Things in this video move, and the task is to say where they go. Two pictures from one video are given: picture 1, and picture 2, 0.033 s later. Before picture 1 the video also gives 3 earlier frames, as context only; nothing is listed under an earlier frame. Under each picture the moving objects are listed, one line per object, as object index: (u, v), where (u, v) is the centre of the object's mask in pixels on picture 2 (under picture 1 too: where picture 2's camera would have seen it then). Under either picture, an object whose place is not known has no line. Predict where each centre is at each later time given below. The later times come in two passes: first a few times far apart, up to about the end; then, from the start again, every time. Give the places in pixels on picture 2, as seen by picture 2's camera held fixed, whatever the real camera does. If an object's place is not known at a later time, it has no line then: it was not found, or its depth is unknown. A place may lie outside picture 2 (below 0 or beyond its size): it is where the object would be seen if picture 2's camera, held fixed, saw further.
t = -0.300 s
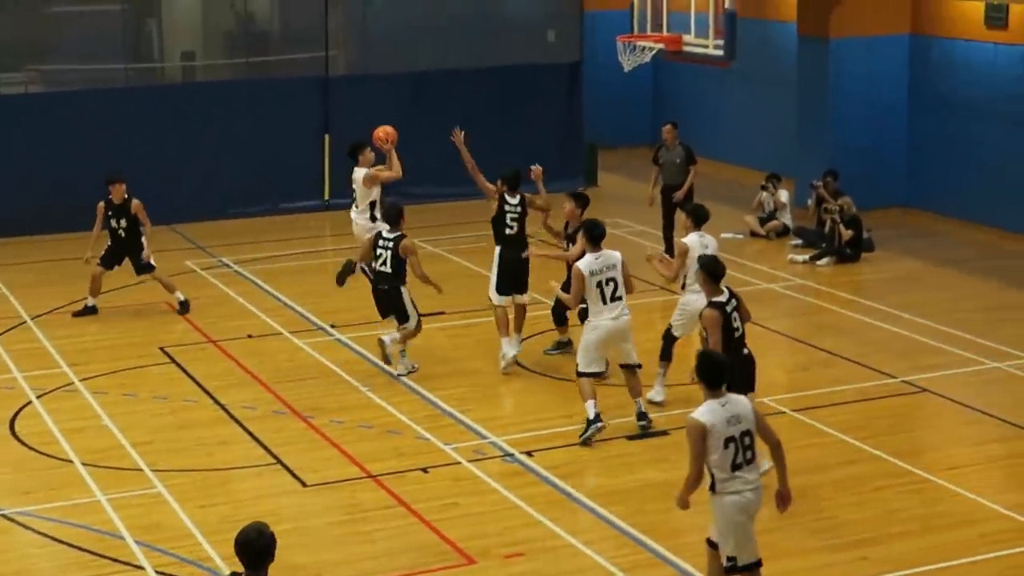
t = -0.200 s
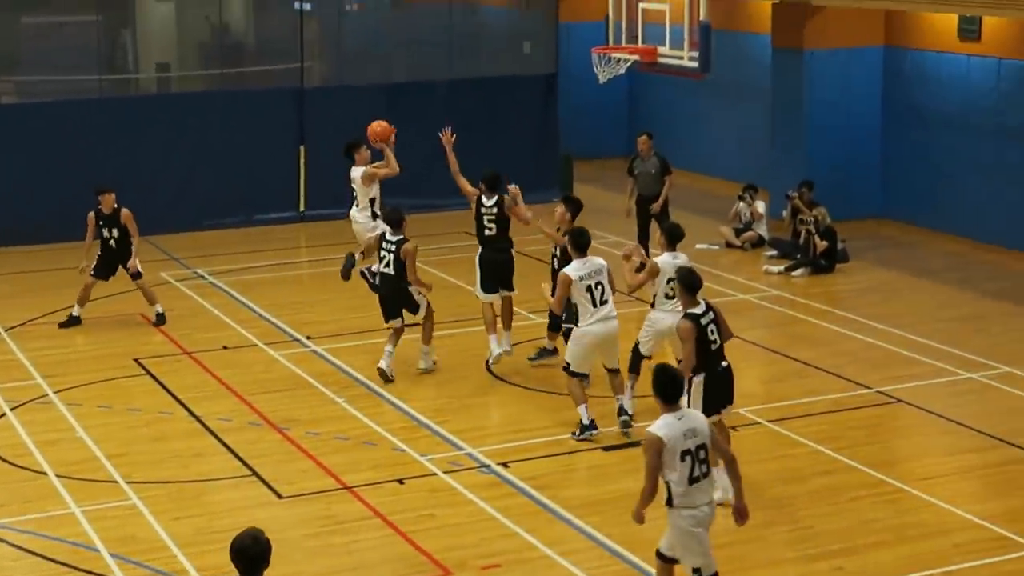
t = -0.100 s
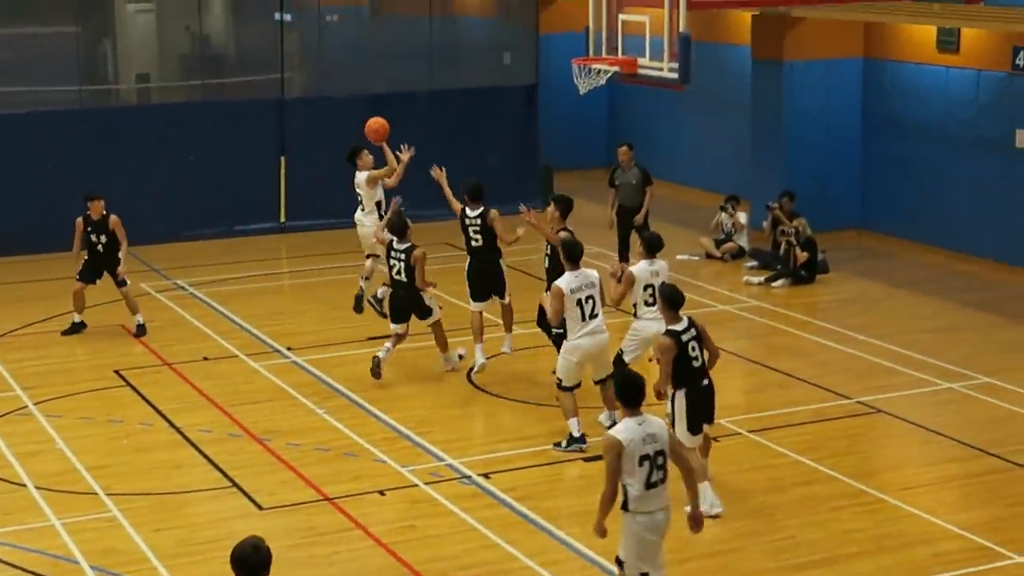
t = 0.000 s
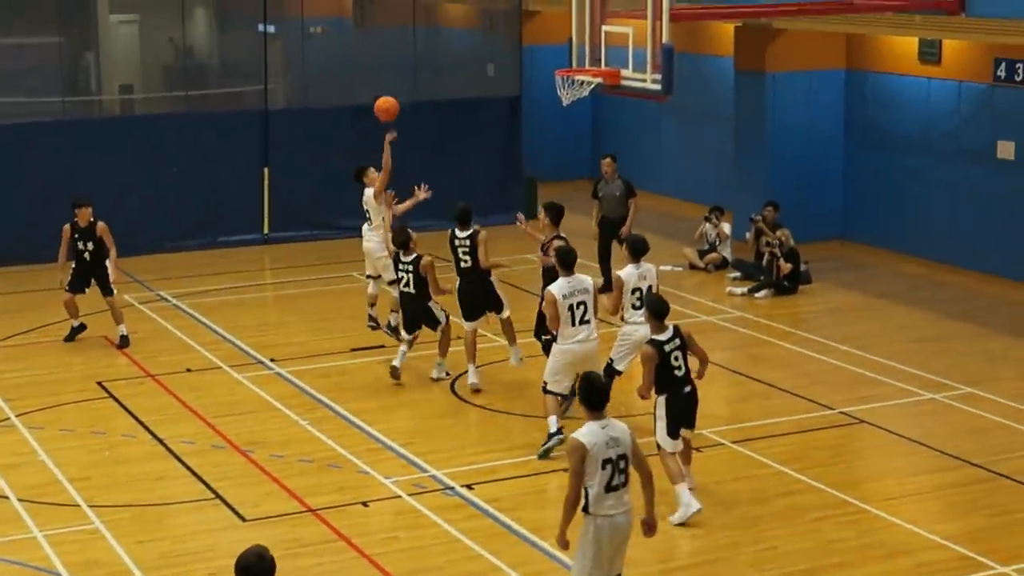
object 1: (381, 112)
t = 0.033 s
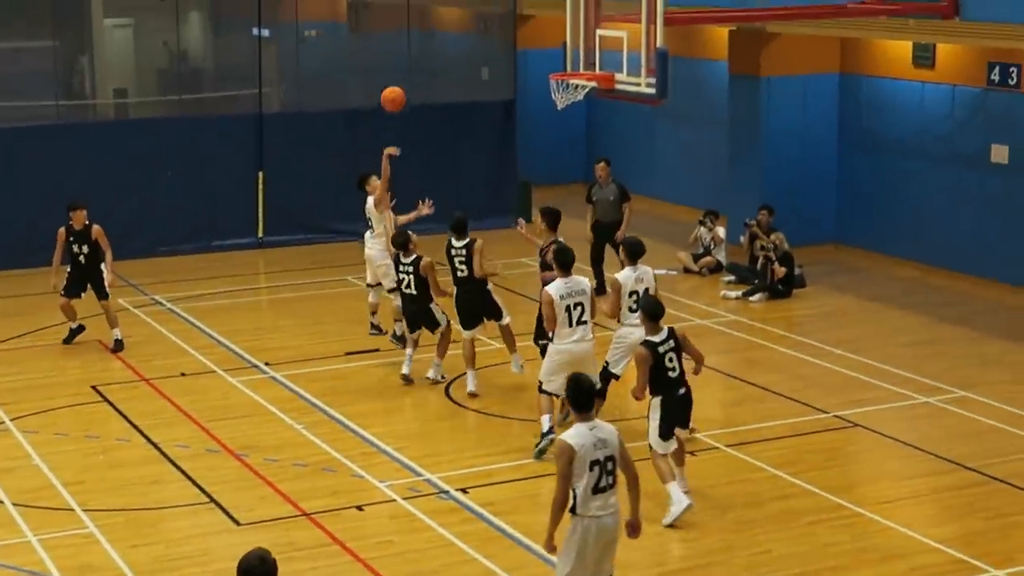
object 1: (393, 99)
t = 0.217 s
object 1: (460, 44)
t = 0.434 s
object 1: (540, 20)
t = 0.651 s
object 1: (587, 49)
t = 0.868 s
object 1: (559, 61)
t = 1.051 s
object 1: (570, 47)
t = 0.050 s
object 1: (399, 92)
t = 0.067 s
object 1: (405, 86)
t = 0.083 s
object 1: (411, 80)
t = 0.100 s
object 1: (417, 75)
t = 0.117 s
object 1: (423, 70)
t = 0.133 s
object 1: (429, 64)
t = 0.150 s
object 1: (435, 60)
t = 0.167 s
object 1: (441, 55)
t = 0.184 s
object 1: (447, 51)
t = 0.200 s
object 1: (454, 47)
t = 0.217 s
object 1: (460, 44)
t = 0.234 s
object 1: (466, 40)
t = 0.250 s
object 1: (472, 37)
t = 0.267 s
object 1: (478, 35)
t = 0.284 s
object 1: (485, 32)
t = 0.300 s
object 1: (491, 30)
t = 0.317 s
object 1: (497, 28)
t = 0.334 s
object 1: (503, 26)
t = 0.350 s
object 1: (509, 25)
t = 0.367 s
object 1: (514, 23)
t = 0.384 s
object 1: (521, 22)
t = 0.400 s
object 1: (527, 21)
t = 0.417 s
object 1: (534, 20)
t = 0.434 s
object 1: (540, 20)
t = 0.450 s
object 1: (546, 21)
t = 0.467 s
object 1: (552, 22)
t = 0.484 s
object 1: (559, 23)
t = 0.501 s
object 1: (566, 25)
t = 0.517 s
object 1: (571, 27)
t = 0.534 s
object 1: (576, 29)
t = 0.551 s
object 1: (583, 30)
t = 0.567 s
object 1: (589, 34)
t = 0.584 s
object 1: (596, 36)
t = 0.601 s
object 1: (596, 38)
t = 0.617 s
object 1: (594, 41)
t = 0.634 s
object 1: (590, 45)
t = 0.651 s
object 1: (587, 49)
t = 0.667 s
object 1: (584, 52)
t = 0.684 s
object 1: (580, 56)
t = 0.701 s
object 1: (577, 60)
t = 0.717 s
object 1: (575, 65)
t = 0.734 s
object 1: (573, 68)
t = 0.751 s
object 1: (570, 68)
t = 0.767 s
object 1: (568, 67)
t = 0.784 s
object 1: (565, 67)
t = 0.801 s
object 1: (563, 66)
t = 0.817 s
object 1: (560, 66)
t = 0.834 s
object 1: (558, 65)
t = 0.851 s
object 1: (558, 63)
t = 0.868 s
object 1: (559, 61)
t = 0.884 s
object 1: (560, 59)
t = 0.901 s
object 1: (561, 56)
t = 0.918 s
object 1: (562, 54)
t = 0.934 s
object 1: (563, 52)
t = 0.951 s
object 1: (564, 50)
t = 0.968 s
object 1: (565, 49)
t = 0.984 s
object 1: (566, 48)
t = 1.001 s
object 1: (567, 48)
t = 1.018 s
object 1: (568, 47)
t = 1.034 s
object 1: (568, 47)
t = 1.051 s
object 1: (570, 47)
